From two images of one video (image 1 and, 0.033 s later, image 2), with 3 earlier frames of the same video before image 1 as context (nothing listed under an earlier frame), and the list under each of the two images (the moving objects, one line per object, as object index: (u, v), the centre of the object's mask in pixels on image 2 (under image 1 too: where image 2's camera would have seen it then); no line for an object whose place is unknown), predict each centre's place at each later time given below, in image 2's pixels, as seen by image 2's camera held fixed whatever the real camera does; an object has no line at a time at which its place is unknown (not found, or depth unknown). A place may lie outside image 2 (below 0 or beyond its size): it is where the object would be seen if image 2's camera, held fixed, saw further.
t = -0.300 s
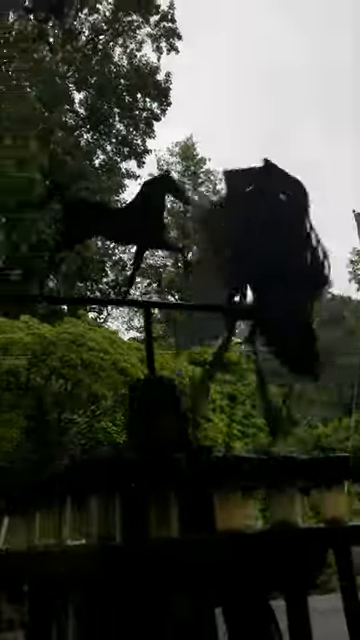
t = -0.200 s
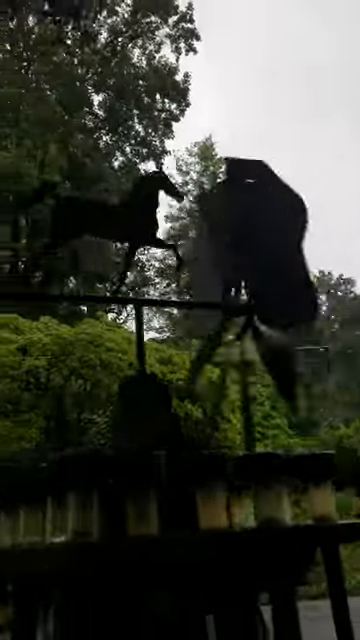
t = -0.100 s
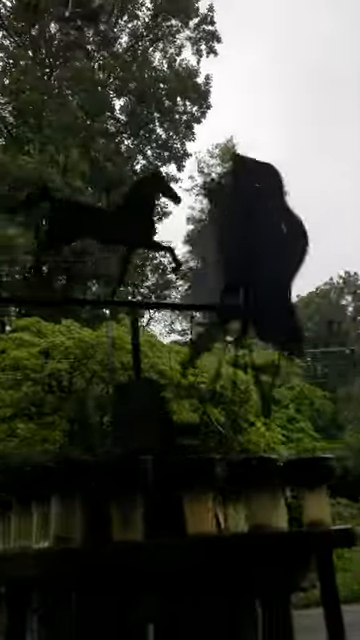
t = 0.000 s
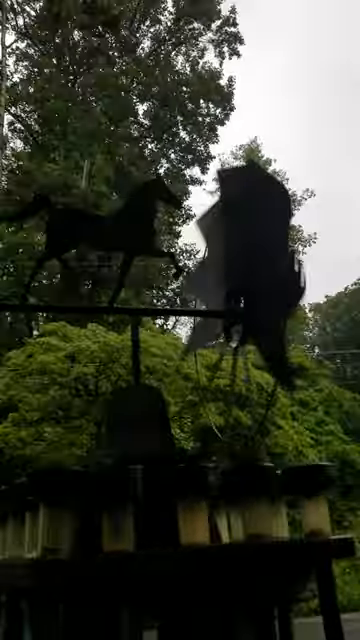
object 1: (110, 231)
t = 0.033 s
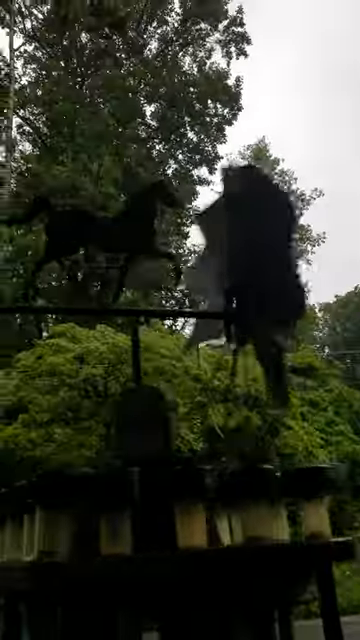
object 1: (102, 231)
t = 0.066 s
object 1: (95, 231)
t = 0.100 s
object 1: (85, 232)
